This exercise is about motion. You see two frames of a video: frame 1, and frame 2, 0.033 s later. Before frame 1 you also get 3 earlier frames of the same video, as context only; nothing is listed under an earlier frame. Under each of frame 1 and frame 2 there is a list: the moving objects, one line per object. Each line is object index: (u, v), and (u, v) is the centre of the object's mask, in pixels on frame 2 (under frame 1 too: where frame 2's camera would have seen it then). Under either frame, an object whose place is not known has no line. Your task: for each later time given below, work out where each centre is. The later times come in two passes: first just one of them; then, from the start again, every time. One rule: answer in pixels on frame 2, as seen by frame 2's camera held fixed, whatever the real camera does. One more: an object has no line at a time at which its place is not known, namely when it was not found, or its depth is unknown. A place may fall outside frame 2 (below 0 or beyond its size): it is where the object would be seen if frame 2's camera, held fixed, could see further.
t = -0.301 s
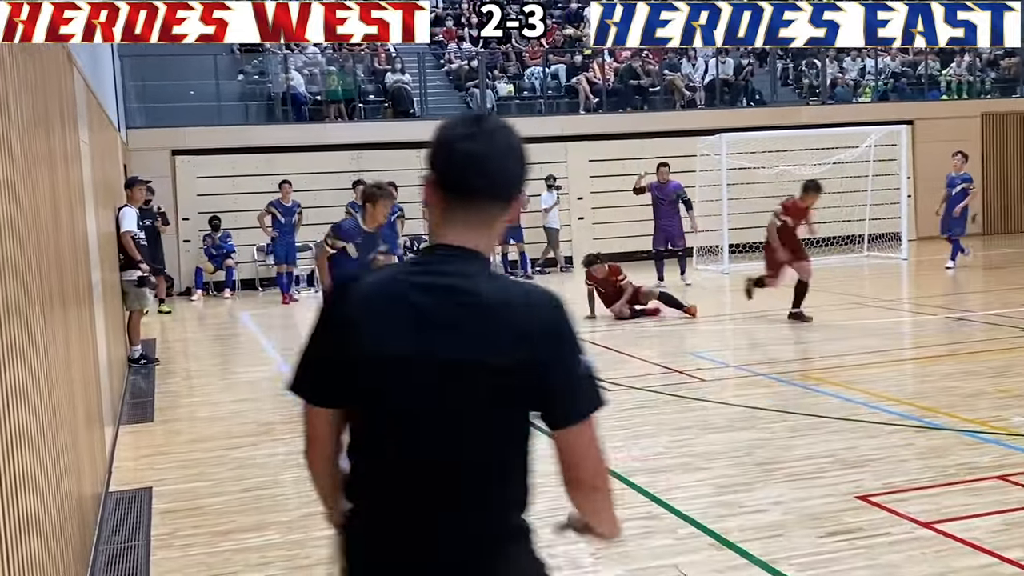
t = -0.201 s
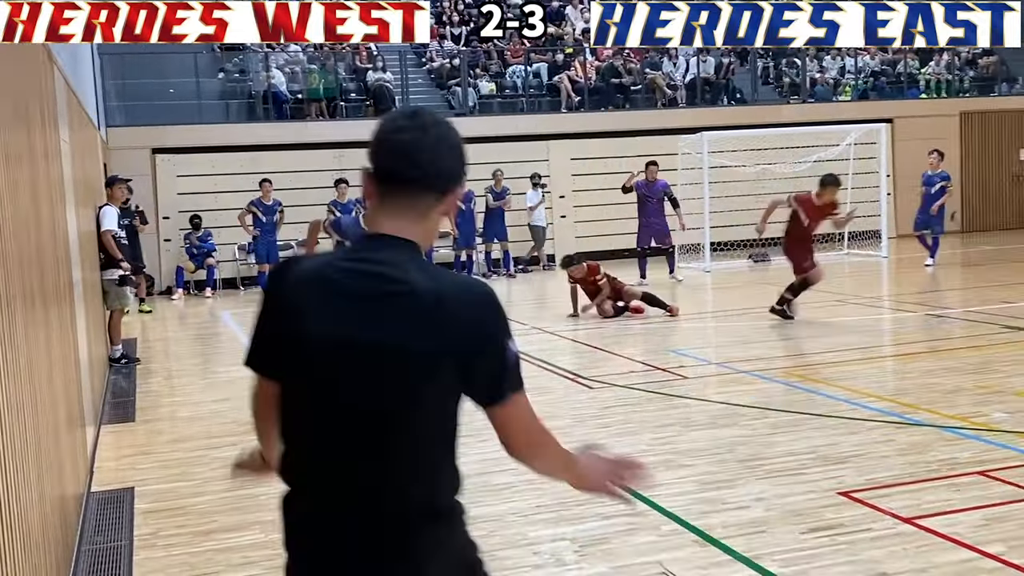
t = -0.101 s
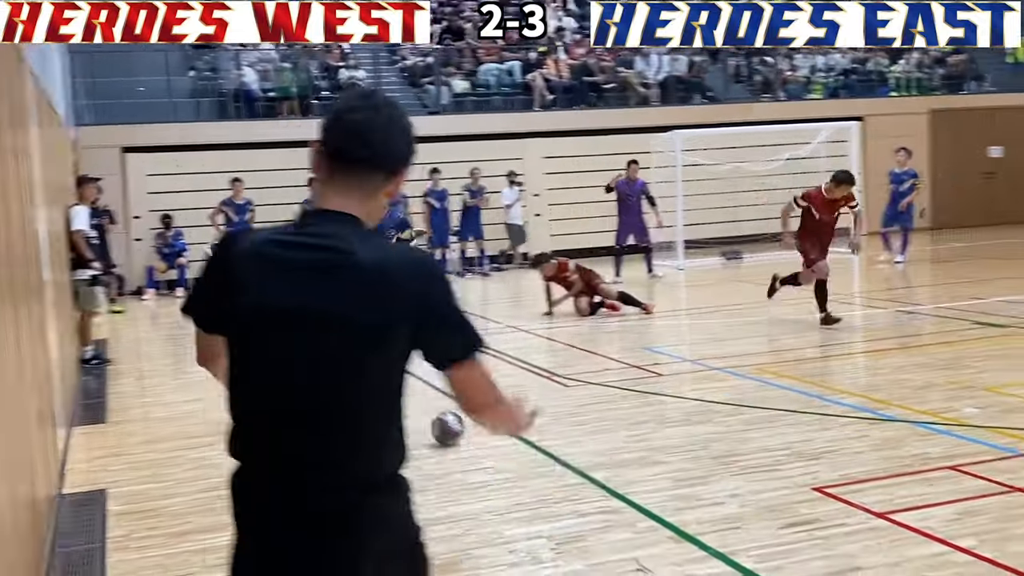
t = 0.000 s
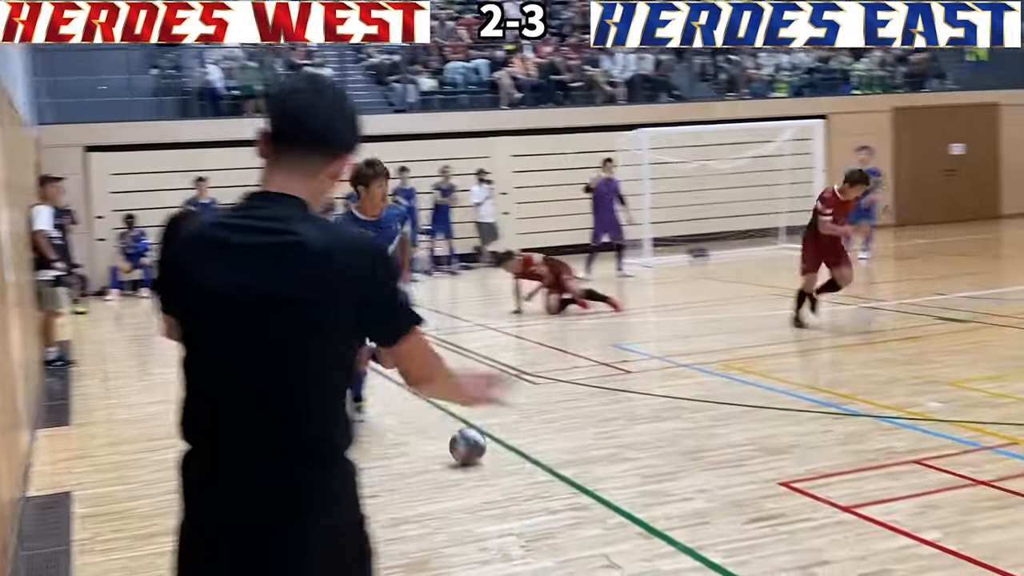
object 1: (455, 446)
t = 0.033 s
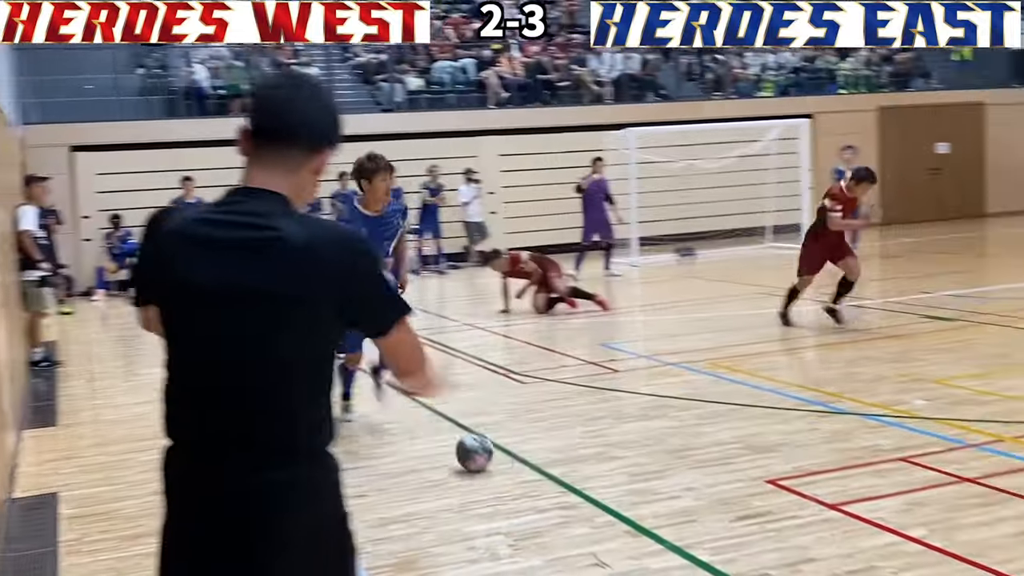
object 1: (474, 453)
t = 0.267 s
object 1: (623, 505)
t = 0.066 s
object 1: (494, 459)
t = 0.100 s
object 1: (514, 466)
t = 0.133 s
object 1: (534, 473)
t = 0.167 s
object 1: (554, 480)
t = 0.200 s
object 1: (576, 488)
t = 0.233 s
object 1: (599, 496)
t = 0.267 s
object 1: (623, 505)
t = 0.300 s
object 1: (647, 513)
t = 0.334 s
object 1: (671, 522)
